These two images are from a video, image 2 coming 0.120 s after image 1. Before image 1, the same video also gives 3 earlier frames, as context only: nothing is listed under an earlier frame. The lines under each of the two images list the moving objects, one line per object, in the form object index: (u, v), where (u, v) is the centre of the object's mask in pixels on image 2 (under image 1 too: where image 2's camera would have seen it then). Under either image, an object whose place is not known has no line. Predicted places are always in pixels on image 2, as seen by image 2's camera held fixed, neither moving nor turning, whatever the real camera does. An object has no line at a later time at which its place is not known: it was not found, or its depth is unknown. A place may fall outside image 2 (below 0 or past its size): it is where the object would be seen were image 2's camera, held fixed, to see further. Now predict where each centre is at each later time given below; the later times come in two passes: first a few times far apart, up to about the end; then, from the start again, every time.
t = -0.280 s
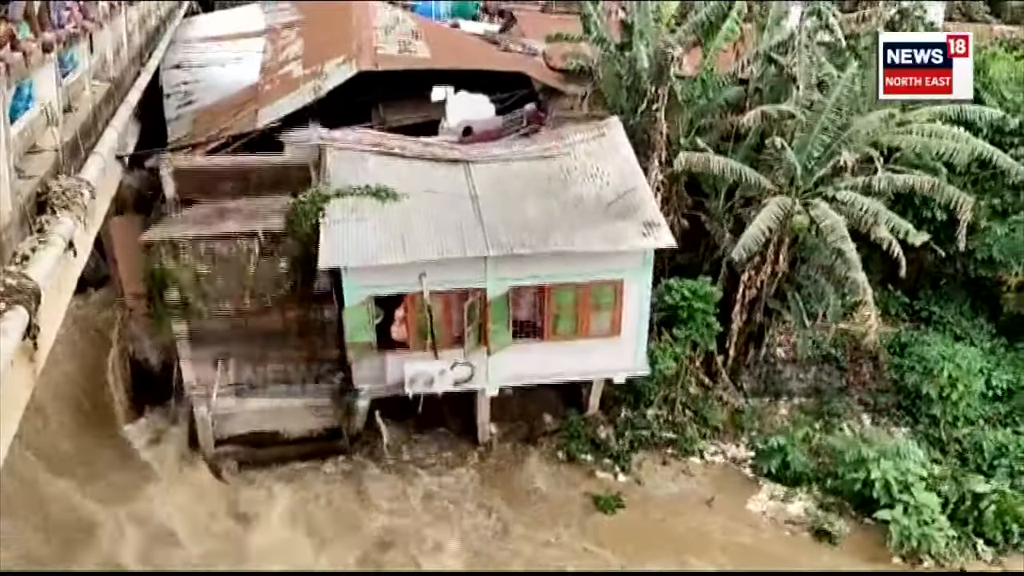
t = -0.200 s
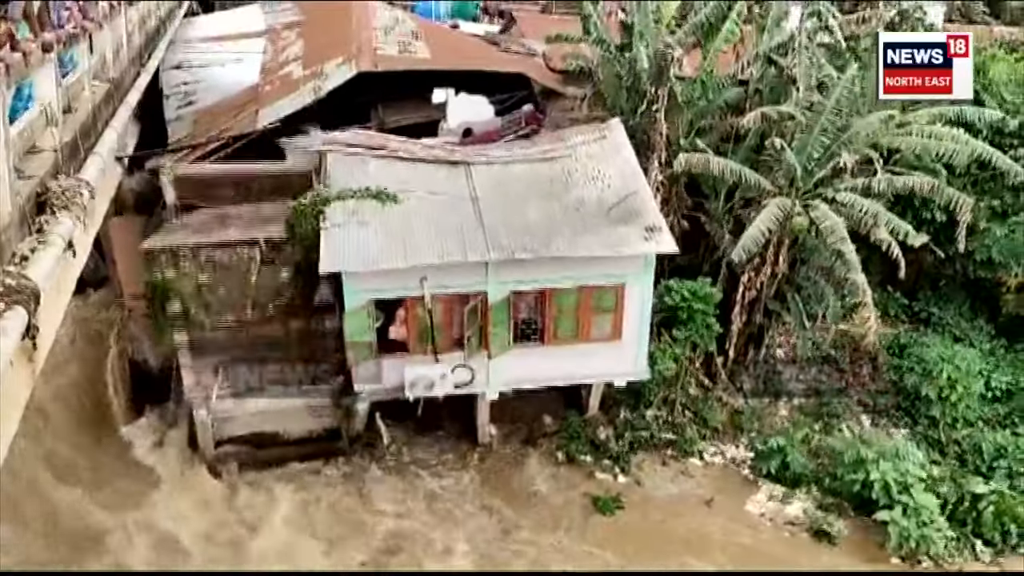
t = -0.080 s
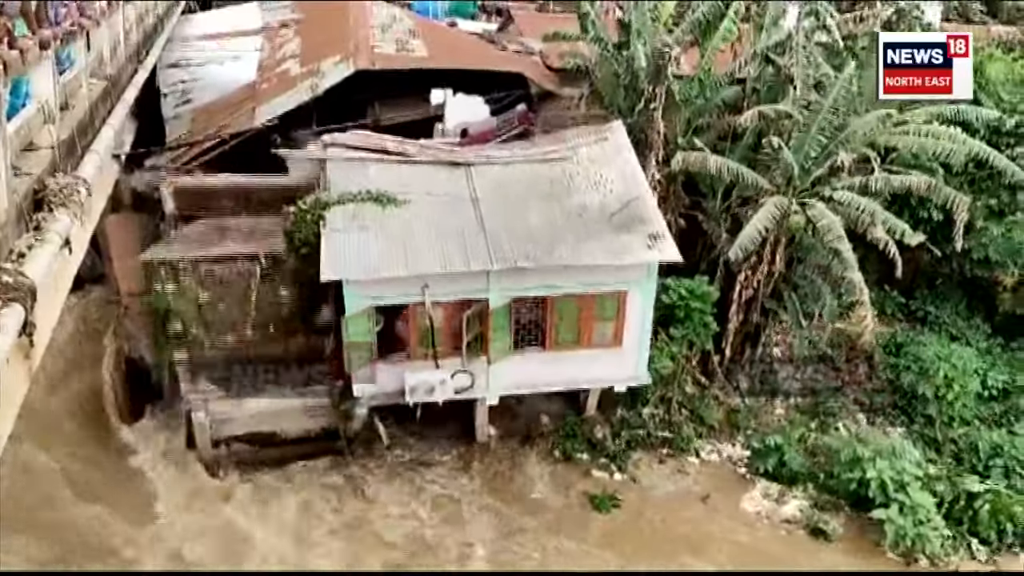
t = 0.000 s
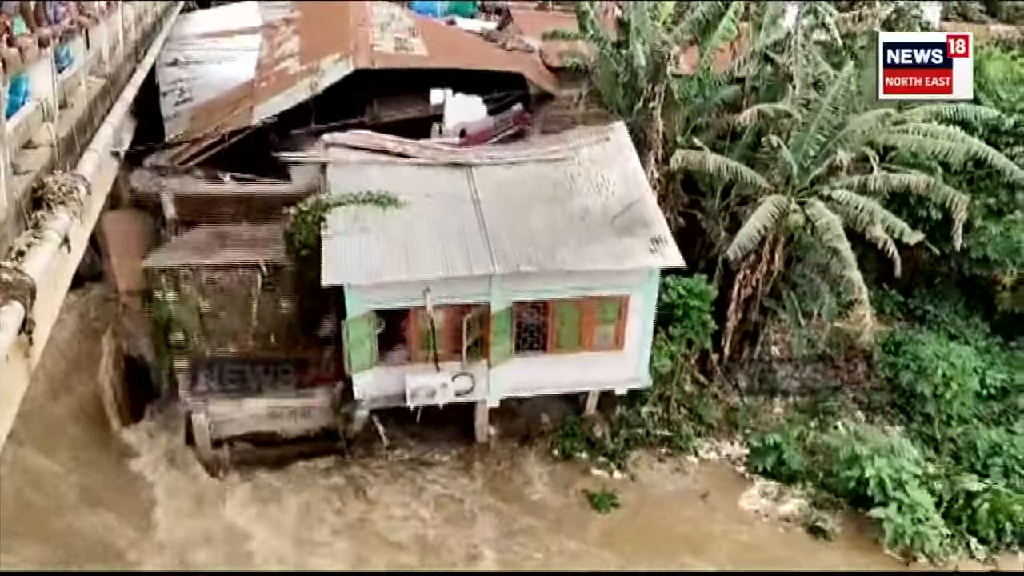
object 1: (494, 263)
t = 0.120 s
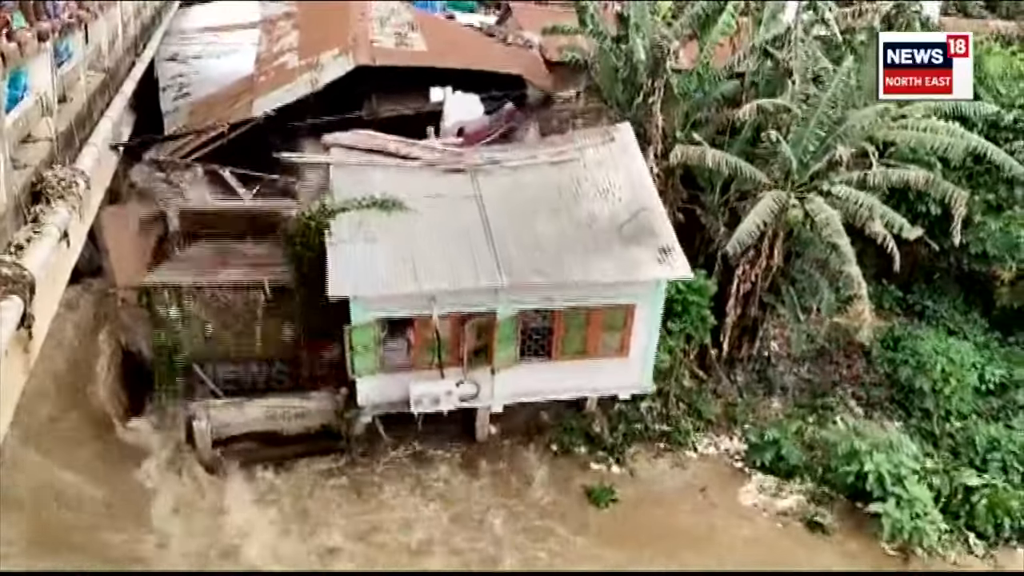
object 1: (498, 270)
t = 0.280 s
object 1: (505, 282)
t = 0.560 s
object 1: (524, 319)
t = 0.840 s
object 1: (545, 380)
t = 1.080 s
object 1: (562, 459)
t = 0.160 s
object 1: (499, 272)
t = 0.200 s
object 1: (501, 274)
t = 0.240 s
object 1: (504, 279)
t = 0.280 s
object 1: (505, 282)
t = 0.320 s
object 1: (509, 287)
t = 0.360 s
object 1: (511, 291)
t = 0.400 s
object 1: (513, 295)
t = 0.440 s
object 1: (515, 301)
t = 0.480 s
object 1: (518, 305)
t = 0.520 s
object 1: (521, 313)
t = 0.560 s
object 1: (524, 319)
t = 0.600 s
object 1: (527, 325)
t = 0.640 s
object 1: (528, 333)
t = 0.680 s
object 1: (531, 340)
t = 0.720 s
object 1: (535, 349)
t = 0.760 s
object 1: (536, 356)
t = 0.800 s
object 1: (541, 366)
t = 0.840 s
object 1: (545, 380)
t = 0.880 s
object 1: (548, 389)
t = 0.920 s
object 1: (552, 405)
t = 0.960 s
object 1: (556, 419)
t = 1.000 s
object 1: (559, 431)
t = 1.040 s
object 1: (560, 448)
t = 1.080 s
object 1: (562, 459)
